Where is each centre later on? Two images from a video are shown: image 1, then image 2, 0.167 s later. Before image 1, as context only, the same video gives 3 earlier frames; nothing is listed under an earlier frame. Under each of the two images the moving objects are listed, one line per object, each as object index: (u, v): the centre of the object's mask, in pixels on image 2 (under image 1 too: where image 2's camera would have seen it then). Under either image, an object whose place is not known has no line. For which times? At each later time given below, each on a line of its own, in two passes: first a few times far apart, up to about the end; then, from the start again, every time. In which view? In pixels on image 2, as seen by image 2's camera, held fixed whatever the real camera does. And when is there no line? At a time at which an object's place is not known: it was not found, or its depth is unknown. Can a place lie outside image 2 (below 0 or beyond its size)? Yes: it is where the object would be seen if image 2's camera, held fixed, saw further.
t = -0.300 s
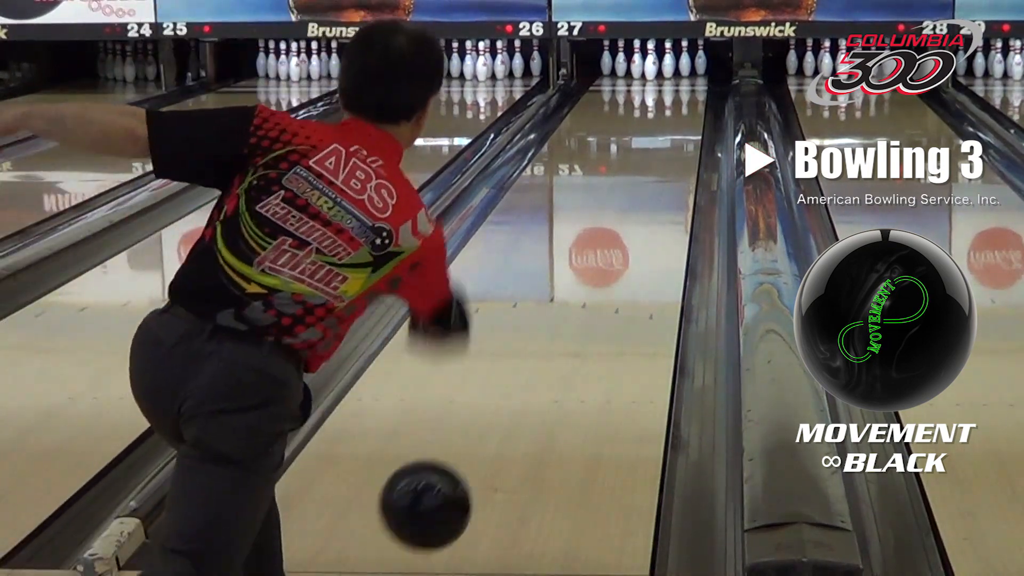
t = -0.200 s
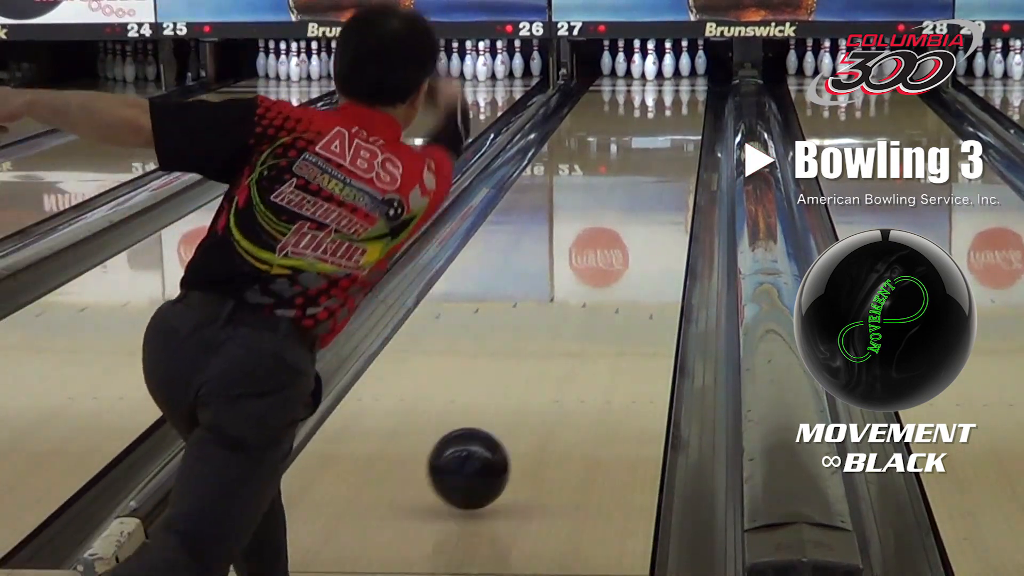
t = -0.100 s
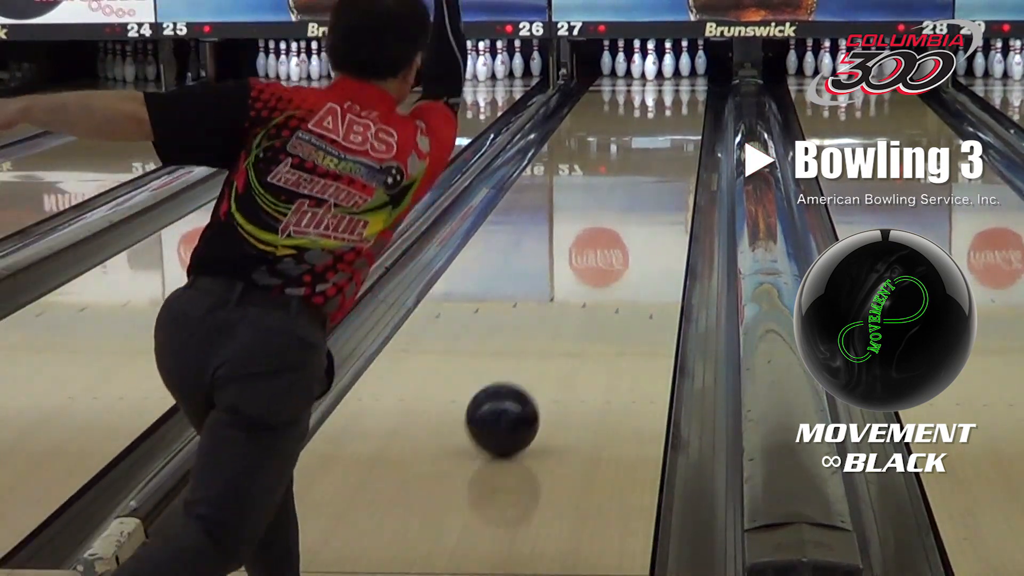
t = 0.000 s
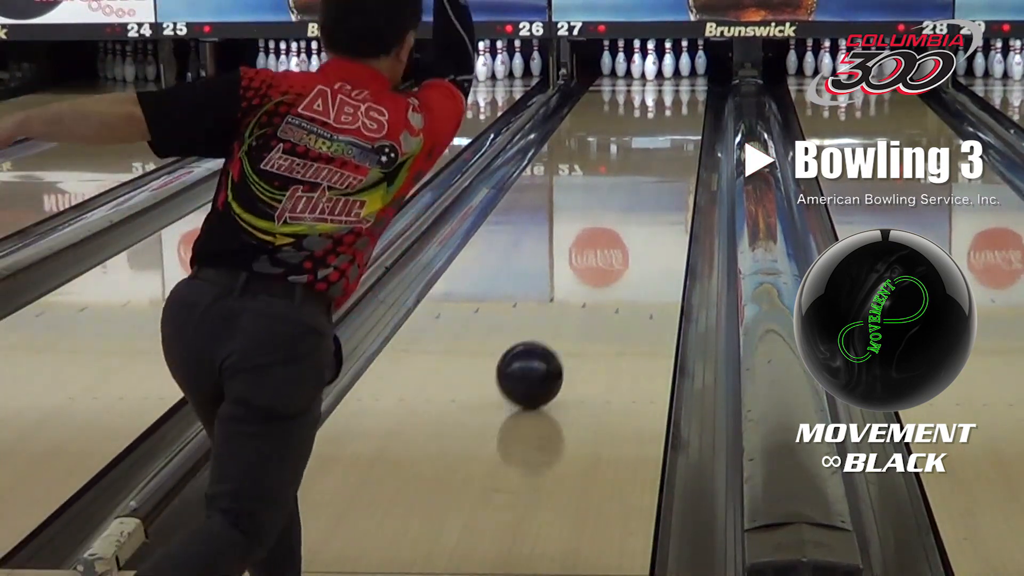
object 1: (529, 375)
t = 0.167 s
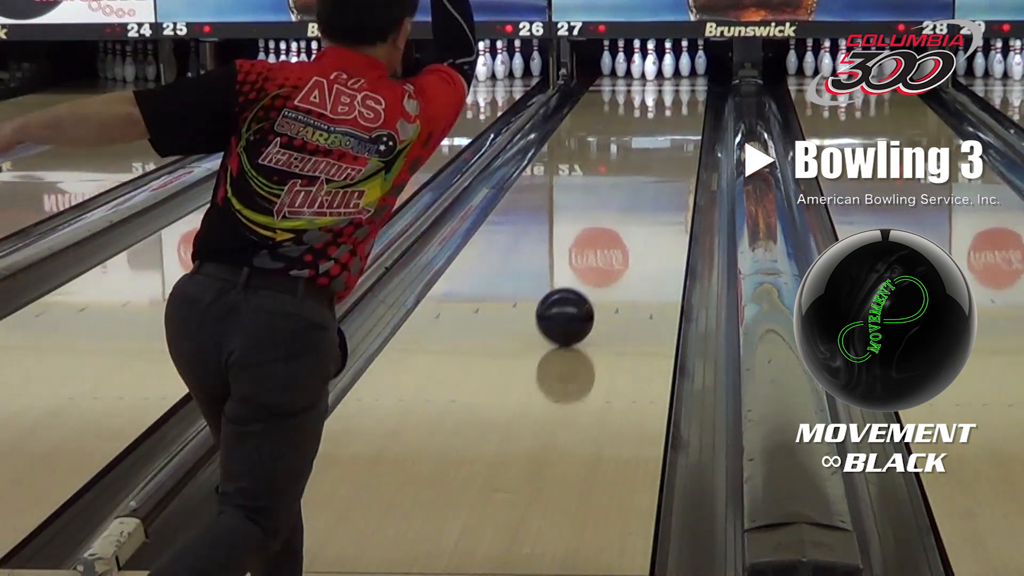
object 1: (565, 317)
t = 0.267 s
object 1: (581, 288)
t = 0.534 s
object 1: (615, 229)
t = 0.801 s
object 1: (637, 185)
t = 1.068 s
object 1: (652, 153)
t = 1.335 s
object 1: (662, 127)
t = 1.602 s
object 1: (668, 107)
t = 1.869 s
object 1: (669, 90)
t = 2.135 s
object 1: (665, 78)
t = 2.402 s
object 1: (661, 68)
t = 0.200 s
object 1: (570, 307)
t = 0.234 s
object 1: (576, 298)
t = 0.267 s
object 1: (581, 288)
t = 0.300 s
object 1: (586, 280)
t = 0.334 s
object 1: (591, 271)
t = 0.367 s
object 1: (595, 263)
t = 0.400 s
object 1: (599, 255)
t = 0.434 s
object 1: (604, 248)
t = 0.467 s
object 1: (607, 241)
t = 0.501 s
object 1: (611, 235)
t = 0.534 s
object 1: (615, 229)
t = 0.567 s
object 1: (618, 223)
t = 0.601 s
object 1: (621, 217)
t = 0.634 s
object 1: (624, 211)
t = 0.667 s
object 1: (626, 205)
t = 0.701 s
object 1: (629, 200)
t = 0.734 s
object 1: (632, 195)
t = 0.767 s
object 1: (634, 190)
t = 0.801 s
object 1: (637, 185)
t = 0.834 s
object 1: (639, 181)
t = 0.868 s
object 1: (641, 176)
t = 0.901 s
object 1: (643, 172)
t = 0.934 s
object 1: (645, 168)
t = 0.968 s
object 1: (647, 163)
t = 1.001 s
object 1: (649, 160)
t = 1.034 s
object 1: (650, 156)
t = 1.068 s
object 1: (652, 153)
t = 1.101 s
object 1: (653, 149)
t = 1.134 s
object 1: (655, 146)
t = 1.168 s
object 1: (656, 143)
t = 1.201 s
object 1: (658, 139)
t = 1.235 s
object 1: (659, 136)
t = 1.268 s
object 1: (660, 133)
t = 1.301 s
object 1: (661, 130)
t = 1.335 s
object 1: (662, 127)
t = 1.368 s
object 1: (663, 124)
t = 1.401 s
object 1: (664, 122)
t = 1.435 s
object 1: (665, 119)
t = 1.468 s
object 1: (666, 117)
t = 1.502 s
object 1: (666, 114)
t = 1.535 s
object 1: (667, 111)
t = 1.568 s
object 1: (668, 109)
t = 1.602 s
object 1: (668, 107)
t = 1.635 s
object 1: (668, 104)
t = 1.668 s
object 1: (669, 102)
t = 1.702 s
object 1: (669, 100)
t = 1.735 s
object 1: (669, 98)
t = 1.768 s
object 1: (670, 96)
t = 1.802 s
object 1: (669, 94)
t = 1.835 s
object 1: (669, 92)
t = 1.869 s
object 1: (669, 90)
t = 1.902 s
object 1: (669, 89)
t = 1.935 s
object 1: (668, 87)
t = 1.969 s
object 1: (668, 85)
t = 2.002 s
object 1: (668, 84)
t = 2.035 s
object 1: (667, 83)
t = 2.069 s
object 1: (667, 81)
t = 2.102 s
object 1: (666, 80)
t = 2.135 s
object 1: (665, 78)
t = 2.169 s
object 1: (664, 76)
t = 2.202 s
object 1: (663, 75)
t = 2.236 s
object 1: (662, 74)
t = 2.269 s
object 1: (661, 72)
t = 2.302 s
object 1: (660, 71)
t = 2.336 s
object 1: (659, 70)
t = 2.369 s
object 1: (662, 69)
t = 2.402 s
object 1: (661, 68)
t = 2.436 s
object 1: (661, 68)
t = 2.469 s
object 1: (661, 68)
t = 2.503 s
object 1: (662, 67)
